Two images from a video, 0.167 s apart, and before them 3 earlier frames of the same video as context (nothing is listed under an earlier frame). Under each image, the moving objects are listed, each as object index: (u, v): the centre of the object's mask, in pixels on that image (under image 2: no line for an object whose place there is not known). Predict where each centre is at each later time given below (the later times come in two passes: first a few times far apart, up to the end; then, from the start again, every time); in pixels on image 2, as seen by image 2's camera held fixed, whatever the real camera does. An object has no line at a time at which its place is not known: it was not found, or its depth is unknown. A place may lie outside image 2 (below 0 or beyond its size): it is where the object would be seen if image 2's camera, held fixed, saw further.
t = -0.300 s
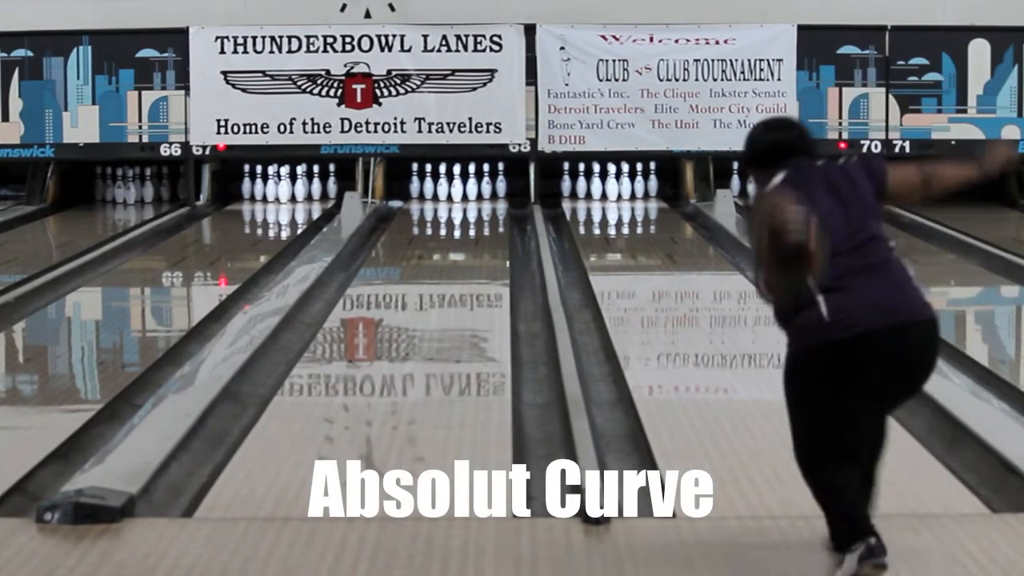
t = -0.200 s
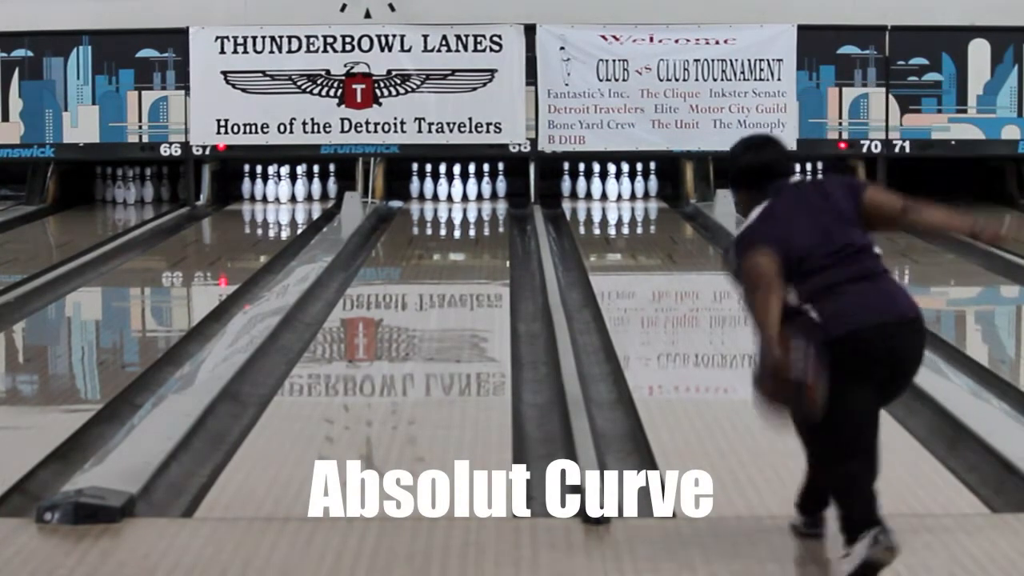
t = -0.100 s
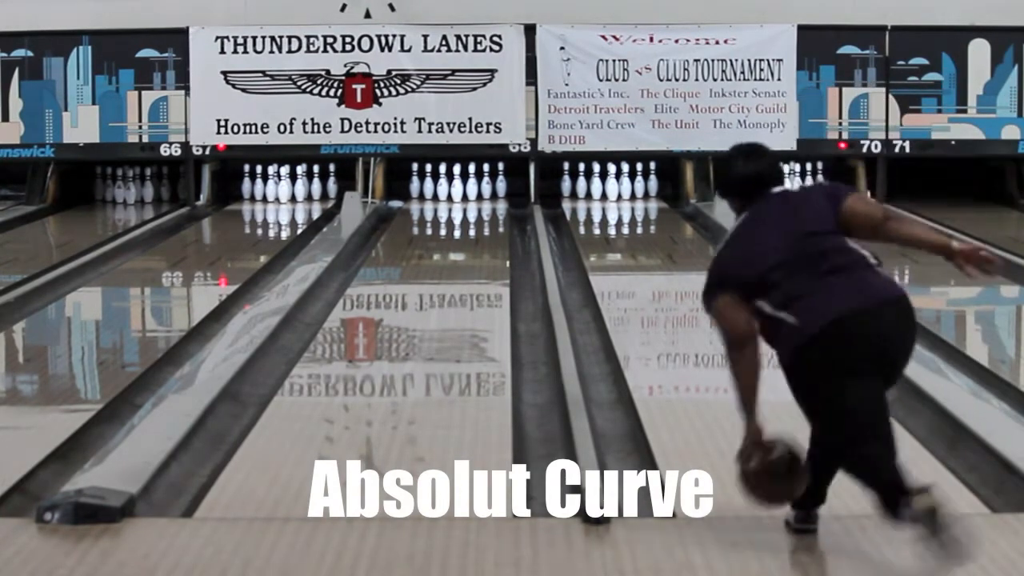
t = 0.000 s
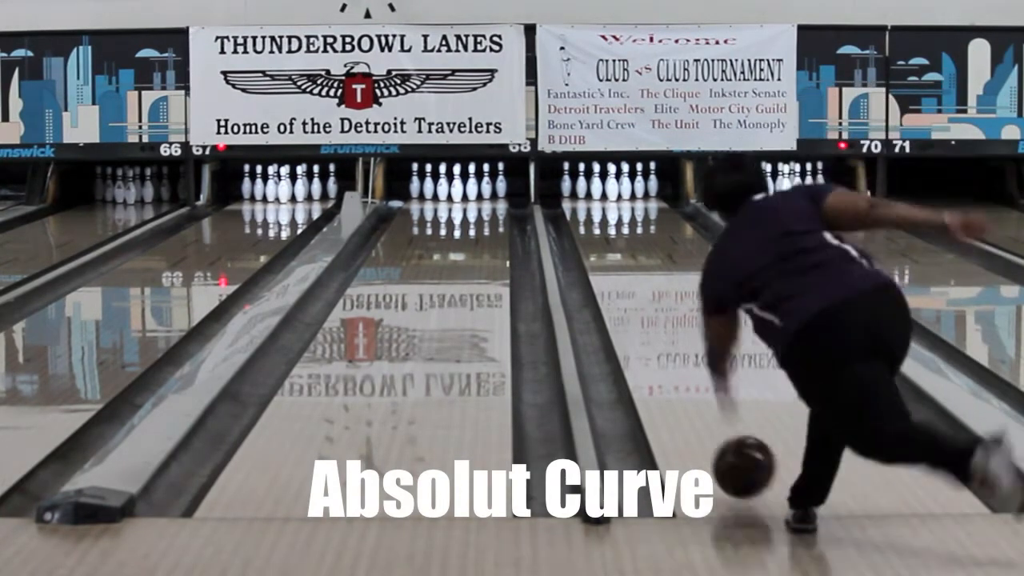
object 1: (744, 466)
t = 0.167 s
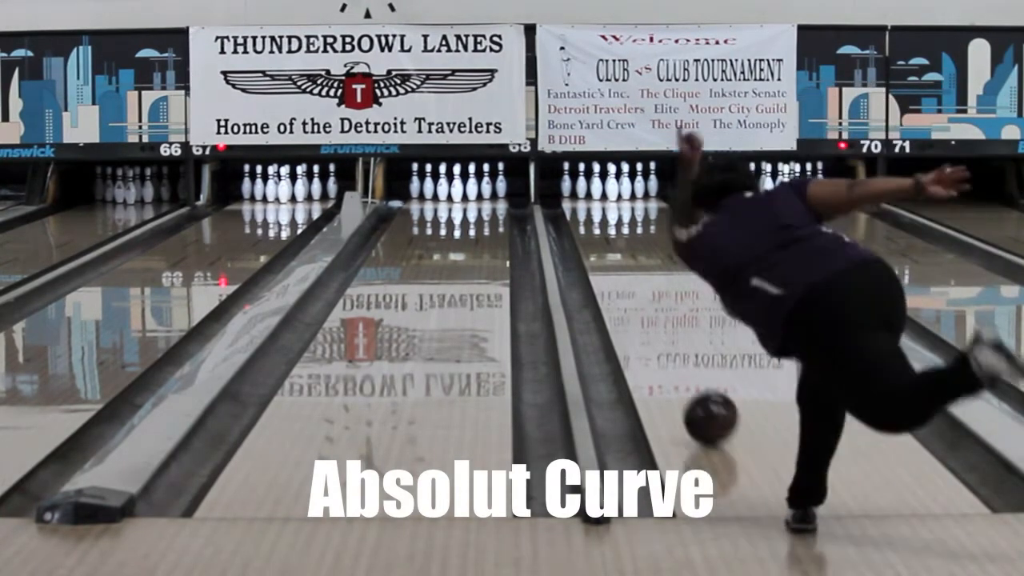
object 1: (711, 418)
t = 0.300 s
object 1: (690, 383)
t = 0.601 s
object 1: (657, 325)
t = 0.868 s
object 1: (636, 288)
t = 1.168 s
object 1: (620, 257)
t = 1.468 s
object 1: (608, 234)
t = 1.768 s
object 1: (601, 215)
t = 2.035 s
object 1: (601, 203)
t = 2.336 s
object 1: (607, 193)
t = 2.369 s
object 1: (607, 192)
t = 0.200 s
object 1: (705, 408)
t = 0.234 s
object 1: (700, 399)
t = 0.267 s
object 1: (695, 391)
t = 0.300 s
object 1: (690, 383)
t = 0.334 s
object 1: (686, 375)
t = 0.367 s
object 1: (681, 368)
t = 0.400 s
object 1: (677, 361)
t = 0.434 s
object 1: (673, 354)
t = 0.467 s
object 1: (670, 348)
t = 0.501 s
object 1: (666, 342)
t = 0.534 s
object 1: (668, 340)
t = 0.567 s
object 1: (652, 328)
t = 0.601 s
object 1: (657, 325)
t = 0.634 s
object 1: (654, 320)
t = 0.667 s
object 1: (651, 315)
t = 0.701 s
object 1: (648, 310)
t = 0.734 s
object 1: (646, 306)
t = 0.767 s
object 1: (643, 301)
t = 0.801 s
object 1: (641, 296)
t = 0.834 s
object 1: (638, 292)
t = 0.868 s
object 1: (636, 288)
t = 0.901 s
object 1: (634, 284)
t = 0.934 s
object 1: (632, 280)
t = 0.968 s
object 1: (630, 277)
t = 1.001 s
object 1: (628, 273)
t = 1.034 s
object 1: (626, 269)
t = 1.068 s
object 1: (625, 266)
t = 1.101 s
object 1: (623, 263)
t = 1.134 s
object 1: (621, 260)
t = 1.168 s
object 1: (620, 257)
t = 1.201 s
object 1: (619, 255)
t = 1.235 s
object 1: (617, 251)
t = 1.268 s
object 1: (619, 254)
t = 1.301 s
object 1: (613, 245)
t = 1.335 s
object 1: (613, 243)
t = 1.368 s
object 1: (612, 241)
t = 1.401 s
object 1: (611, 239)
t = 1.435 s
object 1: (609, 236)
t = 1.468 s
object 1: (608, 234)
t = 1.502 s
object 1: (608, 231)
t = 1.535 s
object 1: (607, 229)
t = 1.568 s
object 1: (606, 227)
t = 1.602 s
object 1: (605, 225)
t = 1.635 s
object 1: (604, 223)
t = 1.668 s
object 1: (603, 221)
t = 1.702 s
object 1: (603, 219)
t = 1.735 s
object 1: (602, 217)
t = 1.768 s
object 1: (601, 215)
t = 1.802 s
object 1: (602, 213)
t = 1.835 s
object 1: (601, 212)
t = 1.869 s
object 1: (601, 210)
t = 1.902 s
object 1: (601, 209)
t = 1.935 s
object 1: (601, 207)
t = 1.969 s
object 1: (601, 206)
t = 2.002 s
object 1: (601, 204)
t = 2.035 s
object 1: (601, 203)
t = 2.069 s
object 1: (602, 202)
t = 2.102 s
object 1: (602, 200)
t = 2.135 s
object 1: (602, 199)
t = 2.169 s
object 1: (603, 198)
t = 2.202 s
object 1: (604, 197)
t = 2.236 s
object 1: (604, 196)
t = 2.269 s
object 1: (605, 195)
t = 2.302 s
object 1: (606, 193)
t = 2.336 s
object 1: (607, 193)
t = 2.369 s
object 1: (607, 192)
